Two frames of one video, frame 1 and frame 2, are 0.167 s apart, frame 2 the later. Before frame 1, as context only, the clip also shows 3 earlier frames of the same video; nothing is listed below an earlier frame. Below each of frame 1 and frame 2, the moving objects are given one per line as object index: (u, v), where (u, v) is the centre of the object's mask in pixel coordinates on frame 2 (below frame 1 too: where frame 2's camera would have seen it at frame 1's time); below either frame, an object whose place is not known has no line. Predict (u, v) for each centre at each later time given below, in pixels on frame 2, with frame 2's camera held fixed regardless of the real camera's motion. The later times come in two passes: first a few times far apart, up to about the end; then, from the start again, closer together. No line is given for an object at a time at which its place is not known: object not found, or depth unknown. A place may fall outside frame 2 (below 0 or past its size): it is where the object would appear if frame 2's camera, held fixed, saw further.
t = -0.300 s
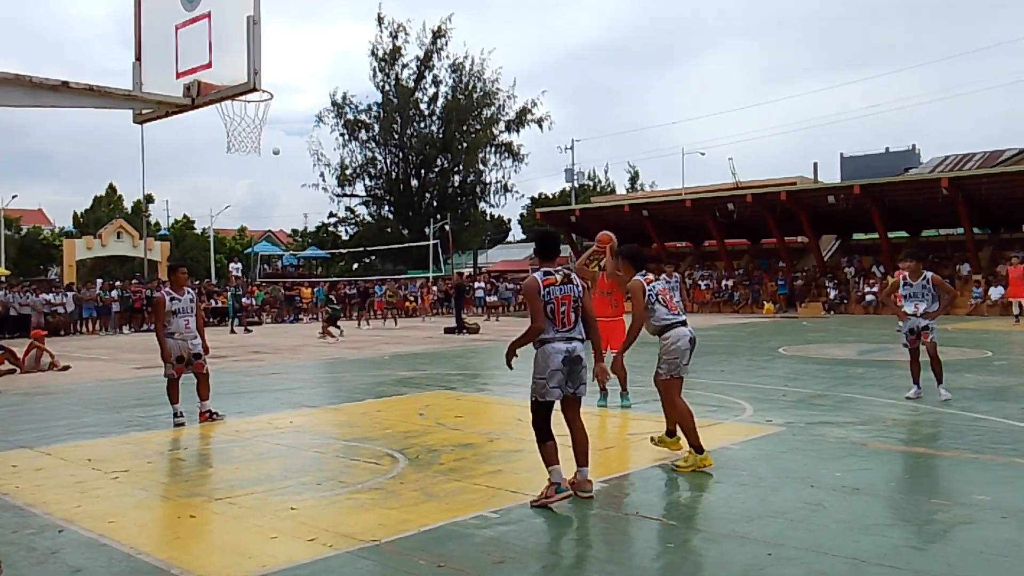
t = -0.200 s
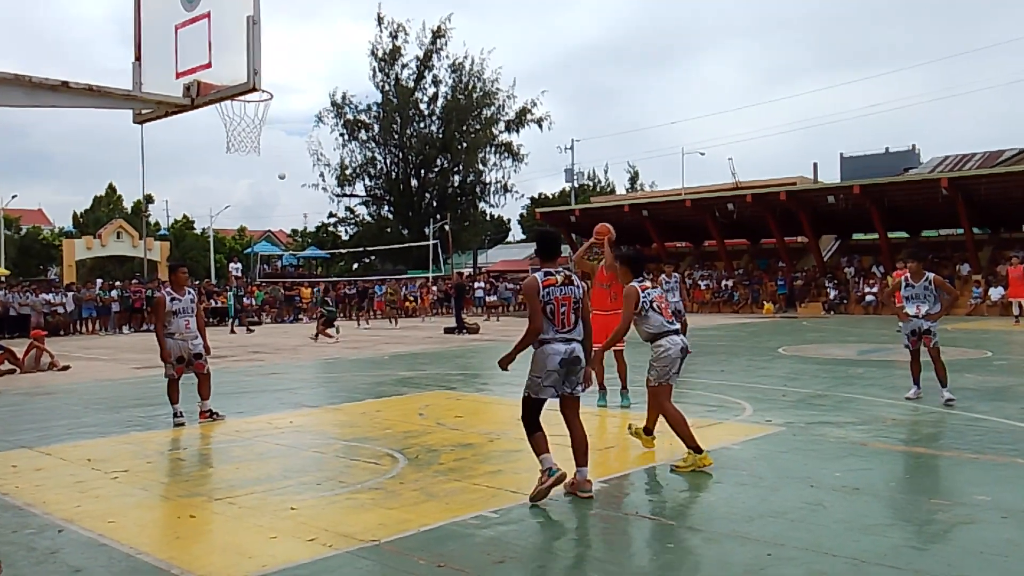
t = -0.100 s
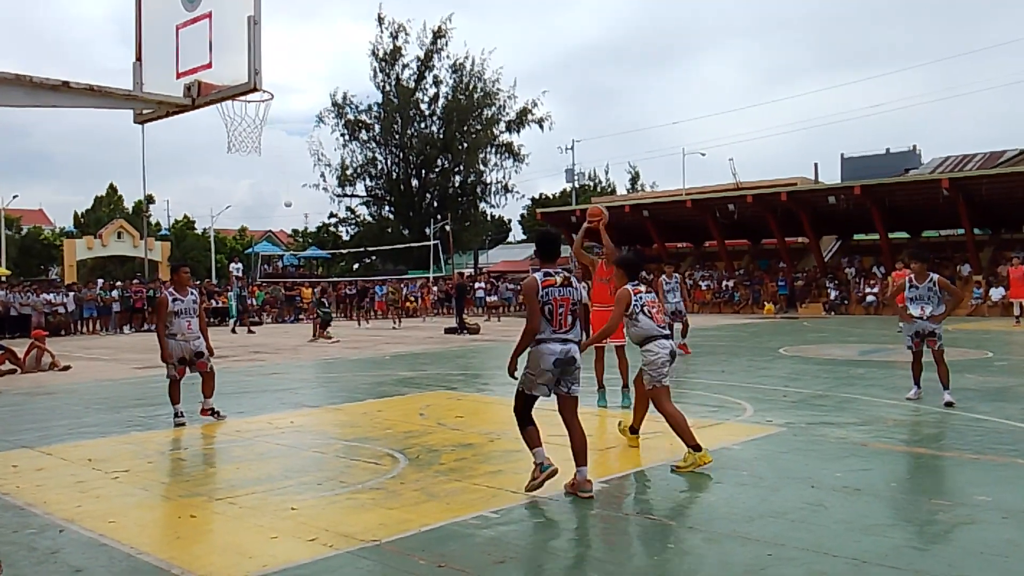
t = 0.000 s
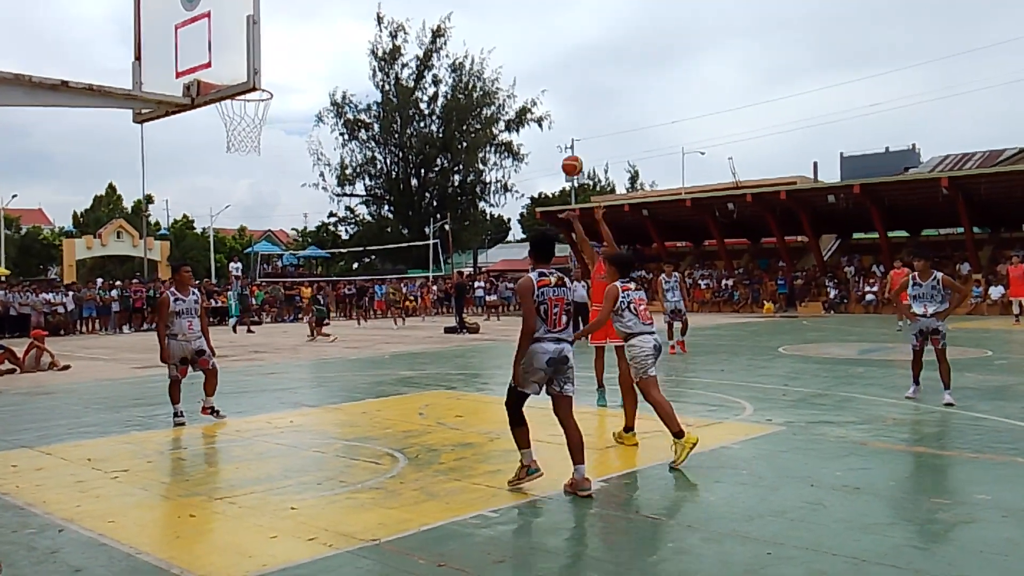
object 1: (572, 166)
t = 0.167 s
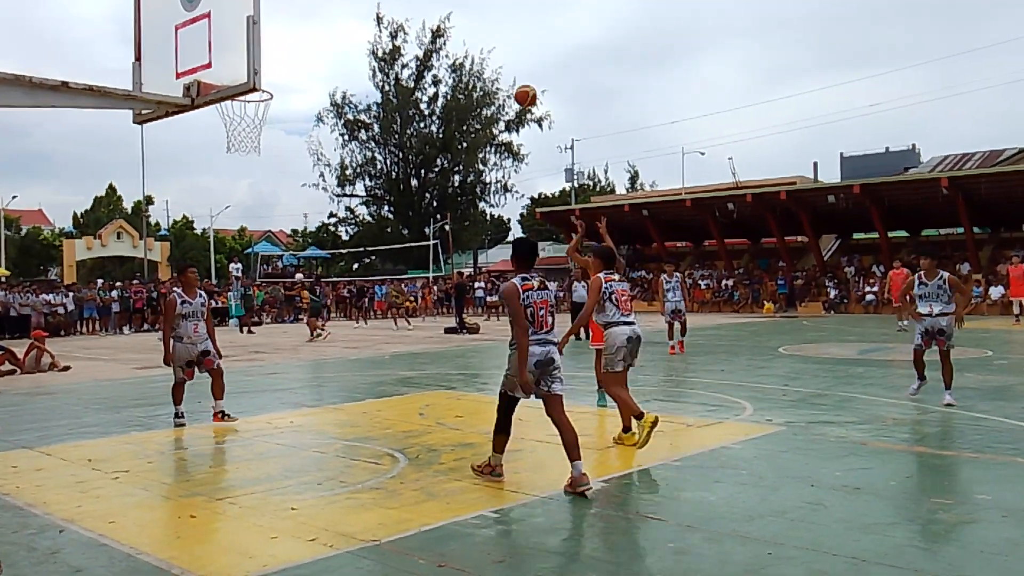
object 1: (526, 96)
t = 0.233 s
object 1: (506, 73)
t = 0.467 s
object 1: (431, 23)
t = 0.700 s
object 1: (344, 23)
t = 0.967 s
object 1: (242, 99)
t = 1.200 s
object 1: (257, 101)
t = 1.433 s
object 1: (243, 129)
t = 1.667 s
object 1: (218, 176)
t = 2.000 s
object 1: (186, 357)
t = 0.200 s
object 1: (515, 84)
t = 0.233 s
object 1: (506, 73)
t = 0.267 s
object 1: (496, 63)
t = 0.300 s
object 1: (485, 53)
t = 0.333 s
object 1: (474, 45)
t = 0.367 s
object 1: (463, 38)
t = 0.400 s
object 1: (453, 31)
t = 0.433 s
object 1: (441, 27)
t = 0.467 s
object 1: (431, 23)
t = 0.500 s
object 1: (419, 19)
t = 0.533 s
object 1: (407, 17)
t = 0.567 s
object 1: (395, 16)
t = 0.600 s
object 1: (383, 16)
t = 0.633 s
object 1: (370, 17)
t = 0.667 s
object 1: (357, 19)
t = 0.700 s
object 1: (344, 23)
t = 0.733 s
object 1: (331, 29)
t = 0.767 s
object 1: (317, 35)
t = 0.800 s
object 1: (303, 43)
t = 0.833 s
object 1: (289, 53)
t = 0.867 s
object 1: (275, 64)
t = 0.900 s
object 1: (268, 77)
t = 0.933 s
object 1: (250, 98)
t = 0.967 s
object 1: (242, 99)
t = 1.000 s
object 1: (234, 101)
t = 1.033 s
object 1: (231, 101)
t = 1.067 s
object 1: (234, 101)
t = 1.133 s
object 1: (248, 100)
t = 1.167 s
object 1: (253, 100)
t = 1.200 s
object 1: (257, 101)
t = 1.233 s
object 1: (257, 103)
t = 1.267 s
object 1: (255, 107)
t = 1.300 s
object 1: (254, 113)
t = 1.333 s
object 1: (253, 119)
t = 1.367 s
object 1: (250, 123)
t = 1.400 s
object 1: (246, 126)
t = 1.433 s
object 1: (243, 129)
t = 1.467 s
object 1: (239, 133)
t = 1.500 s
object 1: (236, 136)
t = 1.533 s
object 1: (232, 142)
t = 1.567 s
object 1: (229, 148)
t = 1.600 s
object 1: (225, 156)
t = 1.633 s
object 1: (222, 165)
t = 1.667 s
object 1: (218, 176)
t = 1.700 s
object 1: (215, 188)
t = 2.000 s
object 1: (186, 357)
